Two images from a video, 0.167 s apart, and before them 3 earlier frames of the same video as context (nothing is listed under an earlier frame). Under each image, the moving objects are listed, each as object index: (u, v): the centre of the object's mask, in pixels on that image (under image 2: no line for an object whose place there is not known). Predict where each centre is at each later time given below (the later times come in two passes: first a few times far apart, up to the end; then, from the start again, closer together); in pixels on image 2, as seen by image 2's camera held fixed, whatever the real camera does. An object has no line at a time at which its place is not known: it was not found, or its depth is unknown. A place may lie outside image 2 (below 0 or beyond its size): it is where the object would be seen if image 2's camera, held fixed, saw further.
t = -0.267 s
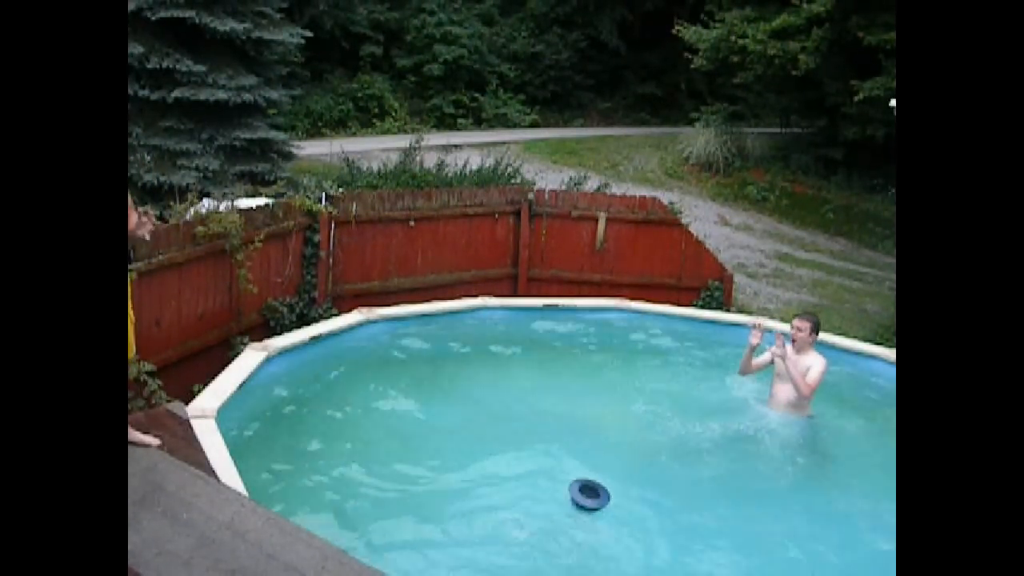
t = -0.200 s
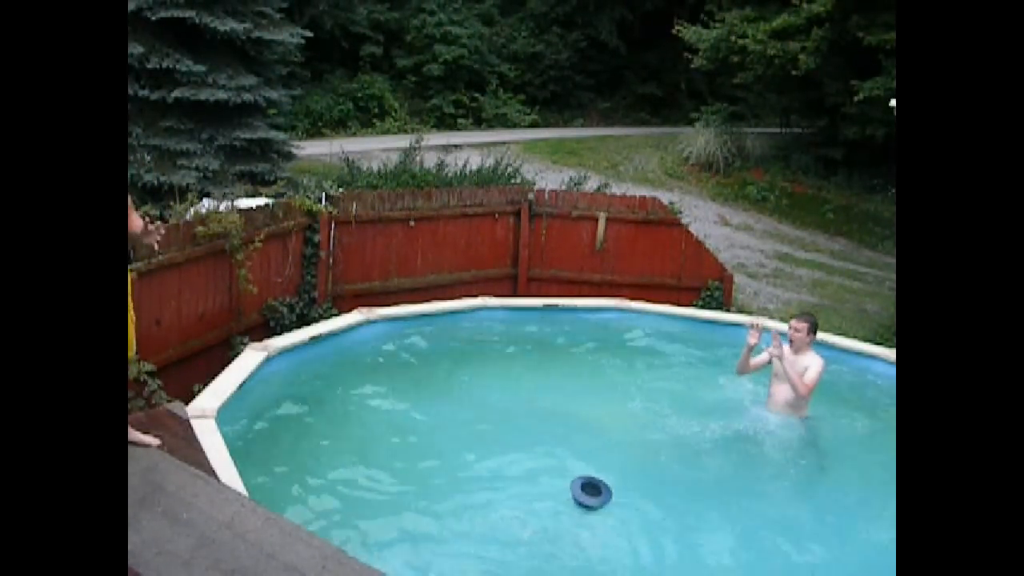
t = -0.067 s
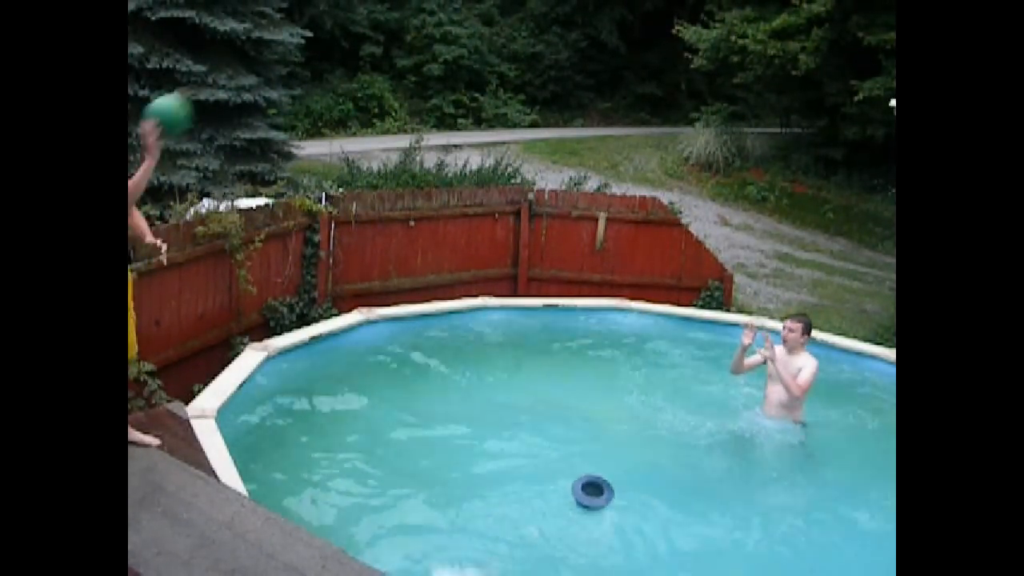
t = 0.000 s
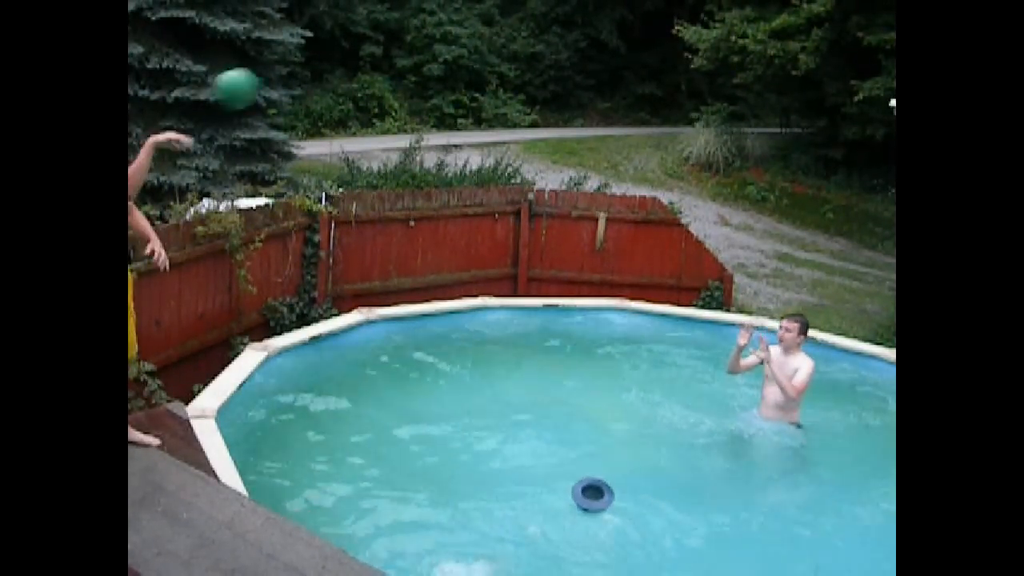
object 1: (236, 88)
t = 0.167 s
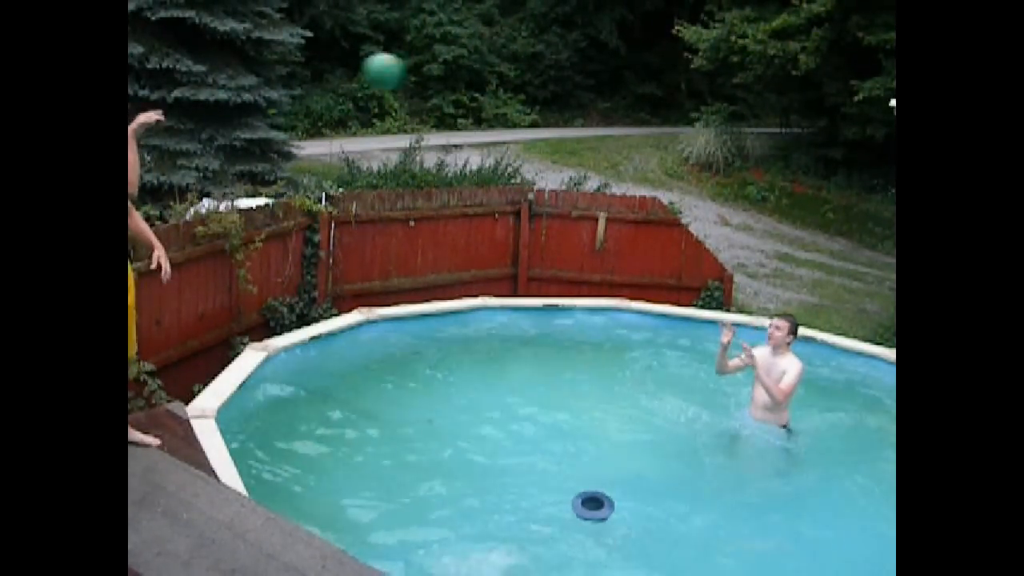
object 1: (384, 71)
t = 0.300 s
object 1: (479, 96)
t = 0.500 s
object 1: (594, 180)
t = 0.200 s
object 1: (409, 74)
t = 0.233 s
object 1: (434, 80)
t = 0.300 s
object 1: (479, 96)
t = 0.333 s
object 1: (500, 107)
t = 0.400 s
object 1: (540, 131)
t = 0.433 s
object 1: (560, 148)
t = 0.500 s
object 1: (594, 180)
